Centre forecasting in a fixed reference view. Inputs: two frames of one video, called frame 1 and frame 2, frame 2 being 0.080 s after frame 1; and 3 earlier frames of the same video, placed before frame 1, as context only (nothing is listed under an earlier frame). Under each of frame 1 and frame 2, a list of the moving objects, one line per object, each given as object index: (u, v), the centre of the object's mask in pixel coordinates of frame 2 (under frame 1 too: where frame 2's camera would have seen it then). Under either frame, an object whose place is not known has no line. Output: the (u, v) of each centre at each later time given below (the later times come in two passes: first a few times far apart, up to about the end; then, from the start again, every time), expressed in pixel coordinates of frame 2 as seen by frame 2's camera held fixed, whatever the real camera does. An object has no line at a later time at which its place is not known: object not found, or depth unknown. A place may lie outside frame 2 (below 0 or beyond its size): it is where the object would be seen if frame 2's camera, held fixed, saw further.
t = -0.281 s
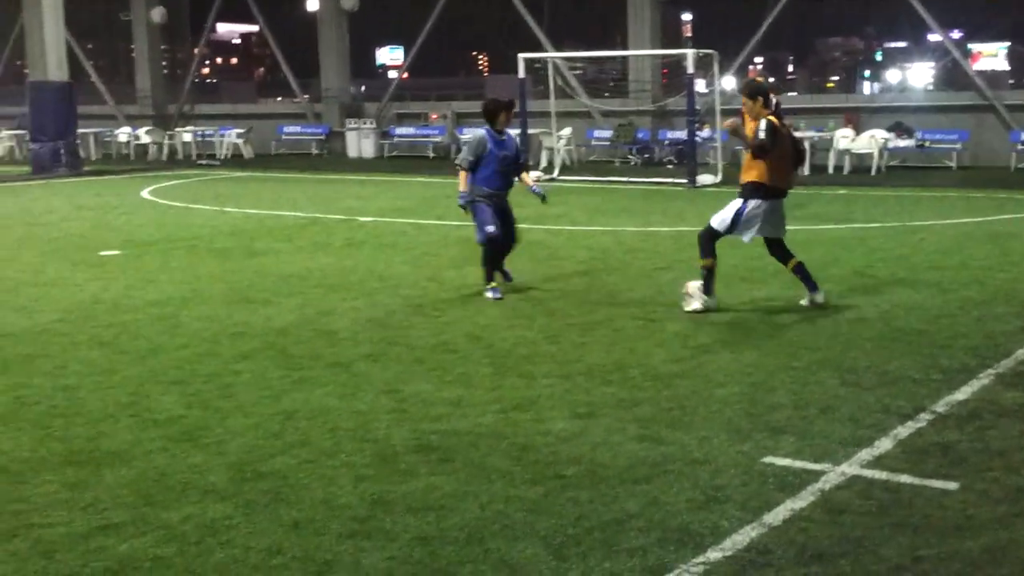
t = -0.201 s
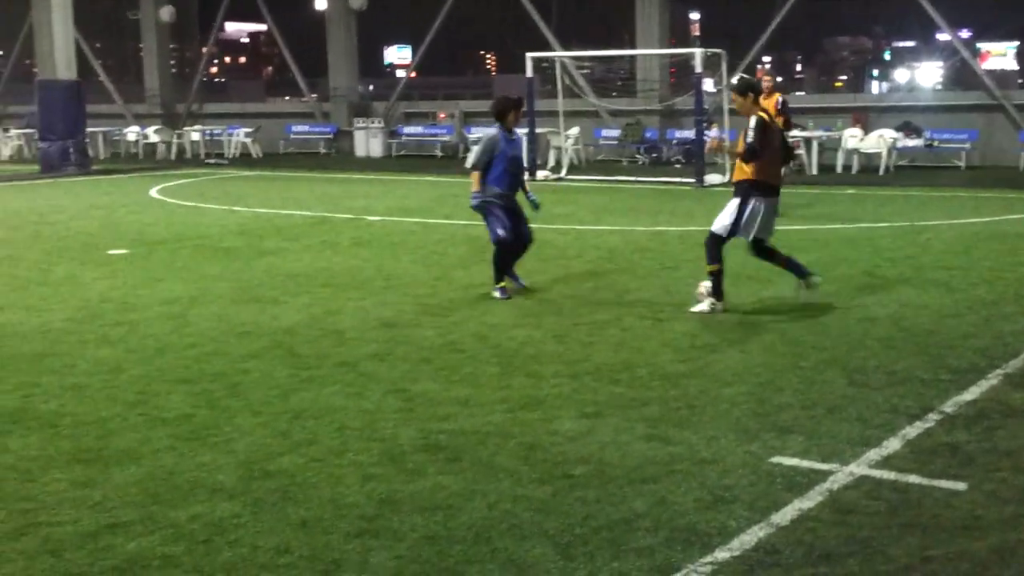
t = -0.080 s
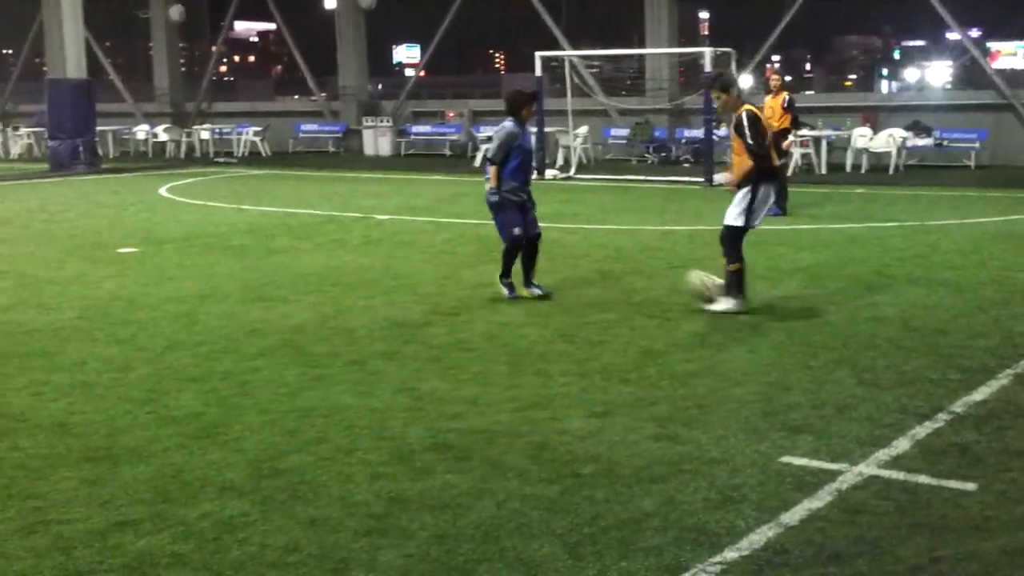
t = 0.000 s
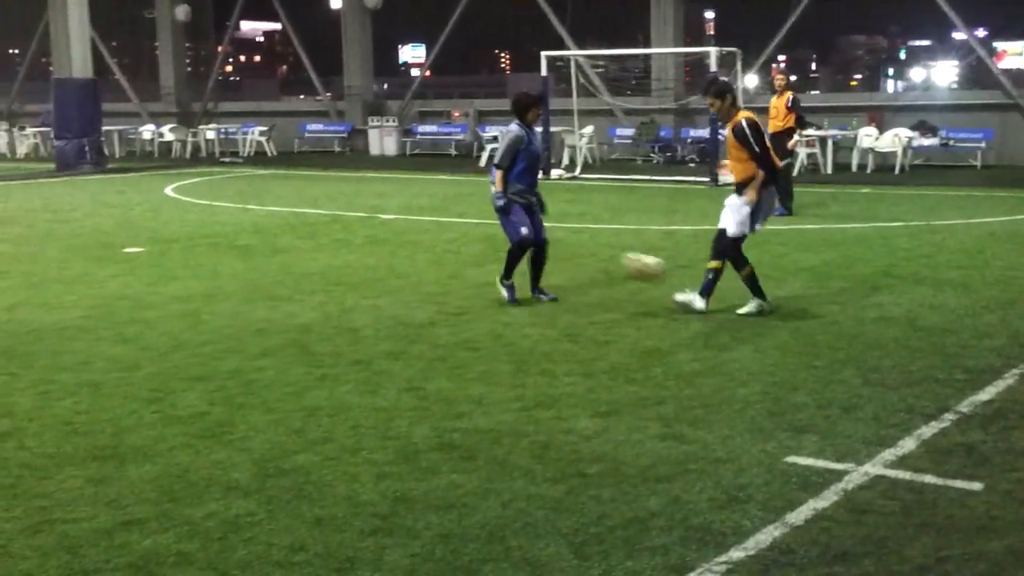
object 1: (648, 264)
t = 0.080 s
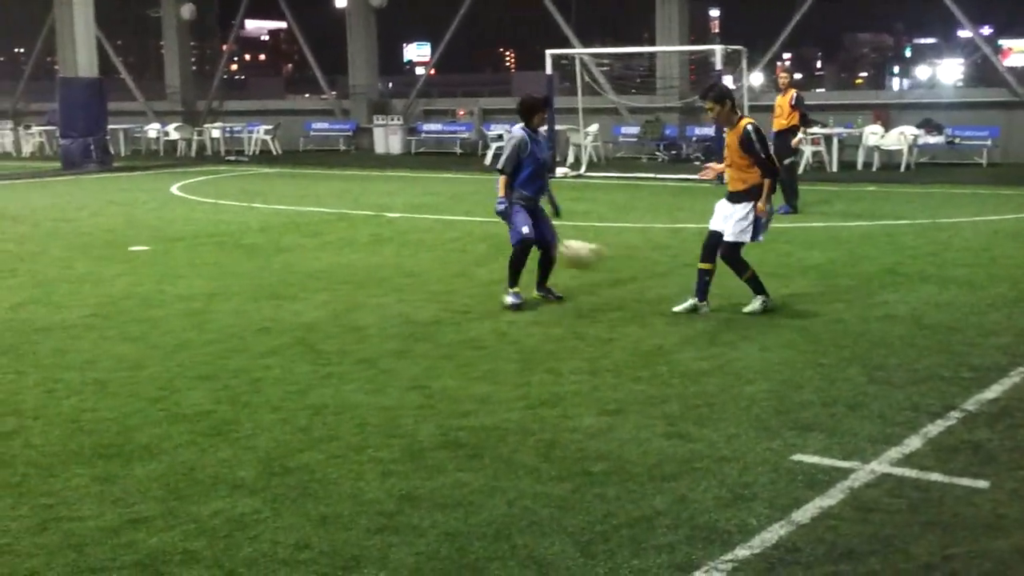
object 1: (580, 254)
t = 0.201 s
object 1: (469, 254)
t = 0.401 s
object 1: (275, 300)
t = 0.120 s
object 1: (541, 250)
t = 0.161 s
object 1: (504, 249)
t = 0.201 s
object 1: (469, 254)
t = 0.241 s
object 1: (430, 258)
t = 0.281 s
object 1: (393, 264)
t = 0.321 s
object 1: (356, 273)
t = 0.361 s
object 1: (315, 285)
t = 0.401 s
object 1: (275, 300)
